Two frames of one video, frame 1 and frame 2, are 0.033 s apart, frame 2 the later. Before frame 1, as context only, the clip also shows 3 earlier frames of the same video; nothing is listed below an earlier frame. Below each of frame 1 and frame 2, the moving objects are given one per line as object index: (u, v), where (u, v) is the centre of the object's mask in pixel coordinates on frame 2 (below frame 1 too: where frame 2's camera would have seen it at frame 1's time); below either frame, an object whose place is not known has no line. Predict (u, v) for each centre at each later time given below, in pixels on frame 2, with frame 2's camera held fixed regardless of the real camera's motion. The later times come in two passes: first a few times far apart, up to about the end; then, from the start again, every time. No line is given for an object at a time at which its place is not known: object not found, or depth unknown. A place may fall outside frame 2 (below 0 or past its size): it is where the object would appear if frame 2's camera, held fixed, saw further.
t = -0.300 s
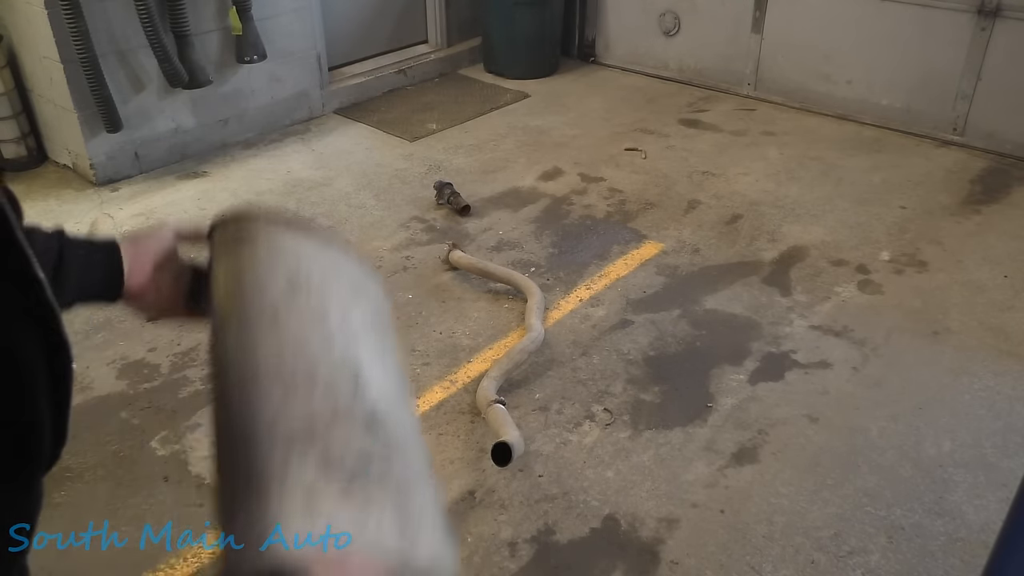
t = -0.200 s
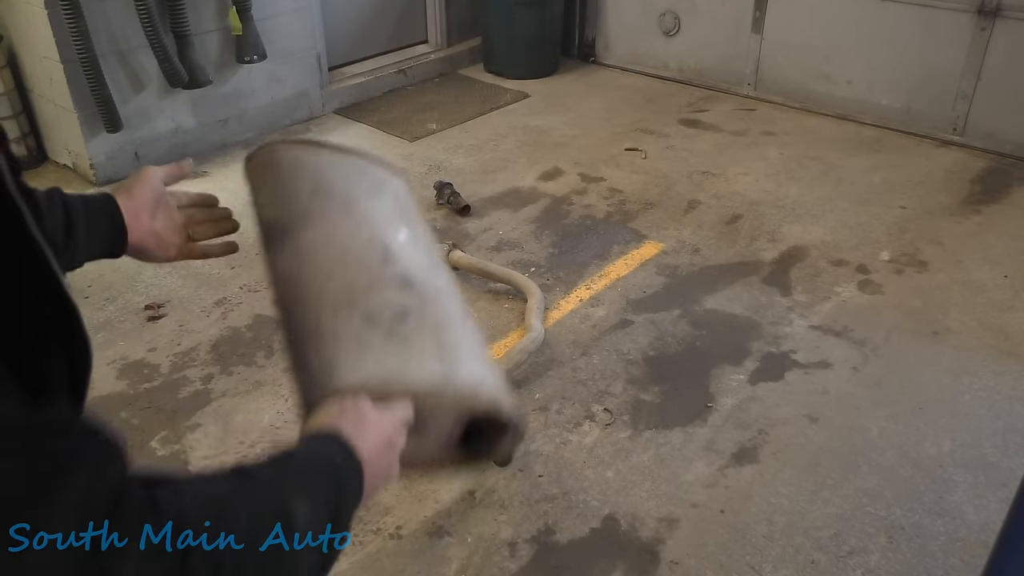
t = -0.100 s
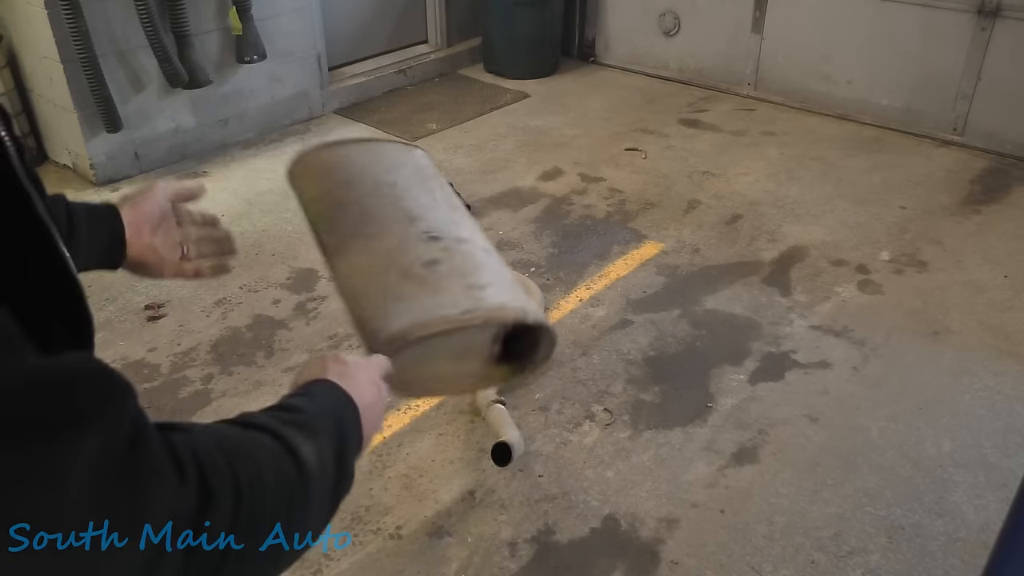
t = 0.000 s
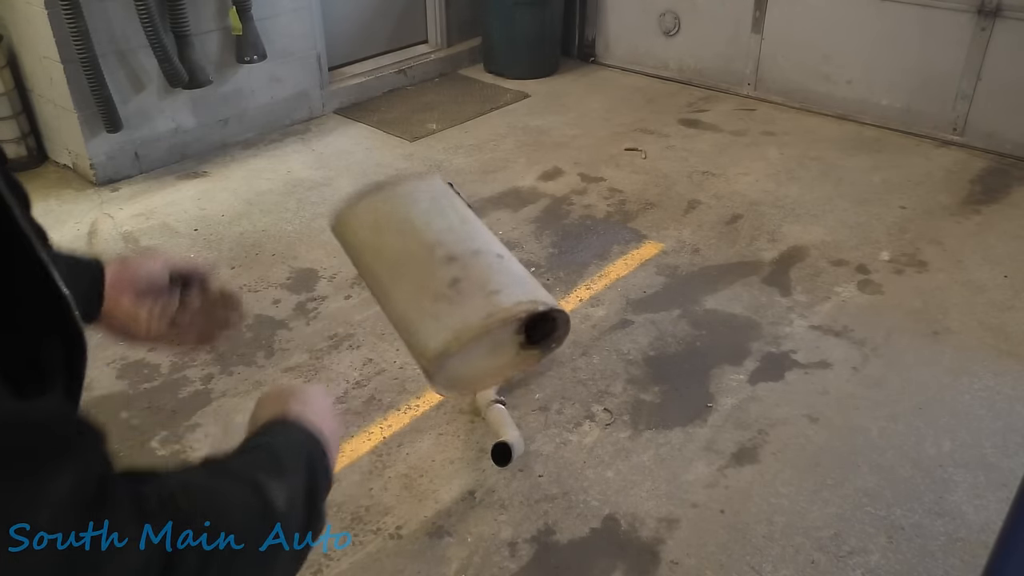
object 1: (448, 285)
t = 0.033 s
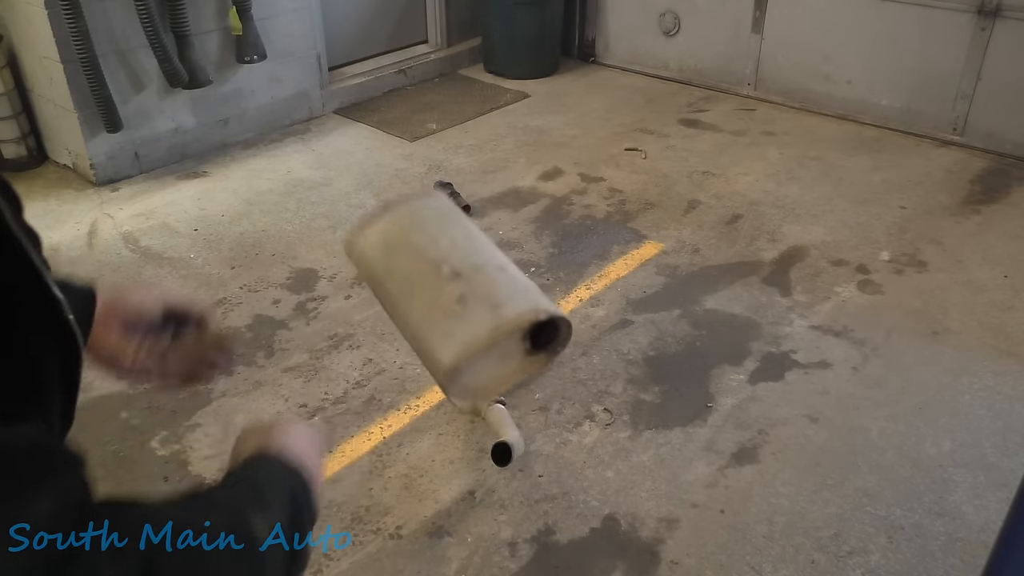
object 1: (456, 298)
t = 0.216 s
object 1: (496, 380)
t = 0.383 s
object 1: (532, 350)
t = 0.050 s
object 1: (460, 306)
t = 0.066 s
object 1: (465, 314)
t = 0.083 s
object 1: (469, 323)
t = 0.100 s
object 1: (472, 333)
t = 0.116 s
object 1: (475, 343)
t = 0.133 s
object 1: (478, 353)
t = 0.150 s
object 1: (480, 361)
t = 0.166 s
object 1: (484, 368)
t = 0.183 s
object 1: (486, 376)
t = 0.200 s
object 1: (490, 382)
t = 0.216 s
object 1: (496, 380)
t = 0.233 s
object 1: (500, 378)
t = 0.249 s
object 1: (502, 375)
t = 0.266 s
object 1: (506, 374)
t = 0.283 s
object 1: (509, 372)
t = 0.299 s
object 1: (511, 372)
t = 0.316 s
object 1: (514, 367)
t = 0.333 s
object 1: (518, 362)
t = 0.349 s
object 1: (522, 357)
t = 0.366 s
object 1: (527, 353)
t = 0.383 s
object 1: (532, 350)
